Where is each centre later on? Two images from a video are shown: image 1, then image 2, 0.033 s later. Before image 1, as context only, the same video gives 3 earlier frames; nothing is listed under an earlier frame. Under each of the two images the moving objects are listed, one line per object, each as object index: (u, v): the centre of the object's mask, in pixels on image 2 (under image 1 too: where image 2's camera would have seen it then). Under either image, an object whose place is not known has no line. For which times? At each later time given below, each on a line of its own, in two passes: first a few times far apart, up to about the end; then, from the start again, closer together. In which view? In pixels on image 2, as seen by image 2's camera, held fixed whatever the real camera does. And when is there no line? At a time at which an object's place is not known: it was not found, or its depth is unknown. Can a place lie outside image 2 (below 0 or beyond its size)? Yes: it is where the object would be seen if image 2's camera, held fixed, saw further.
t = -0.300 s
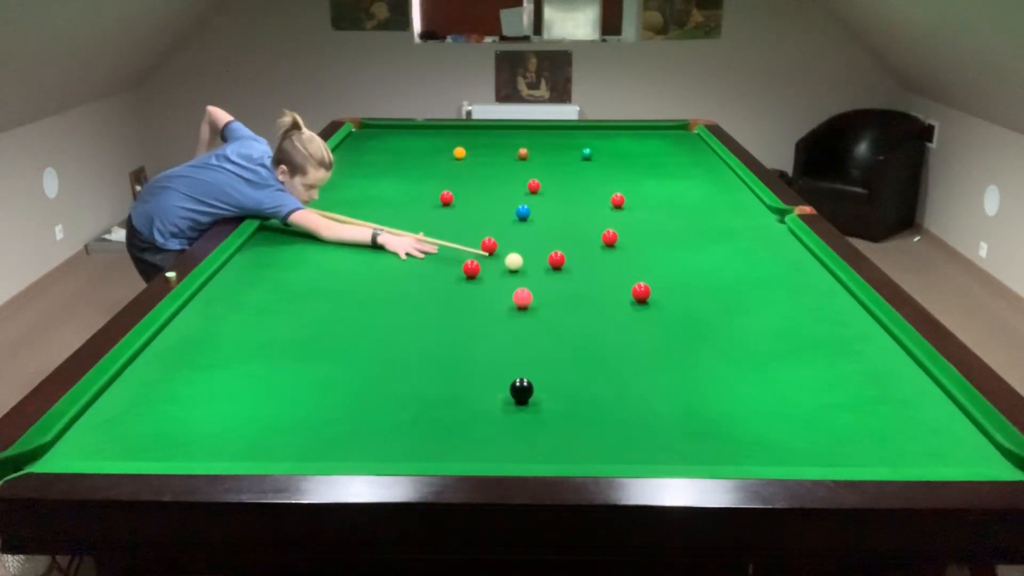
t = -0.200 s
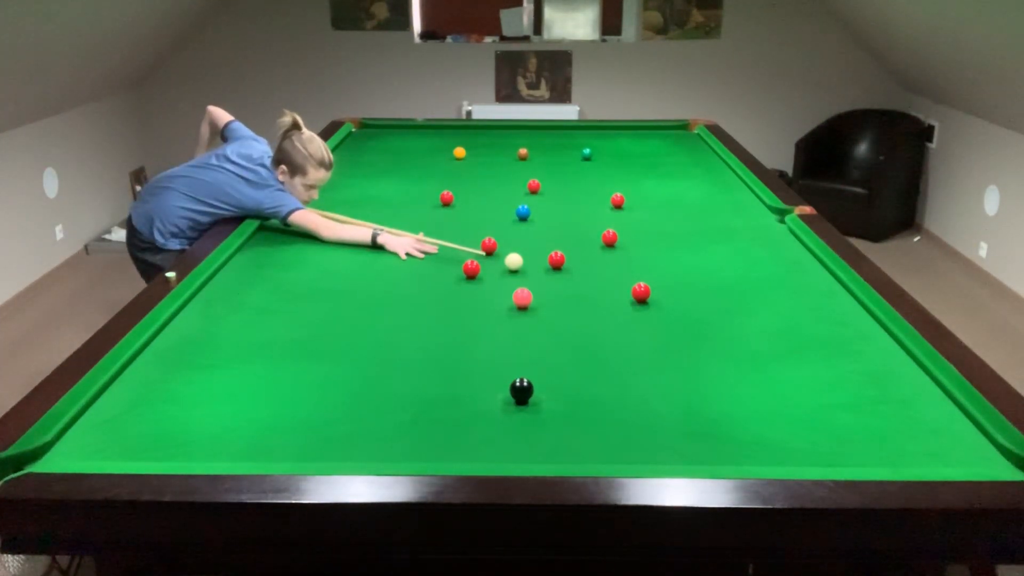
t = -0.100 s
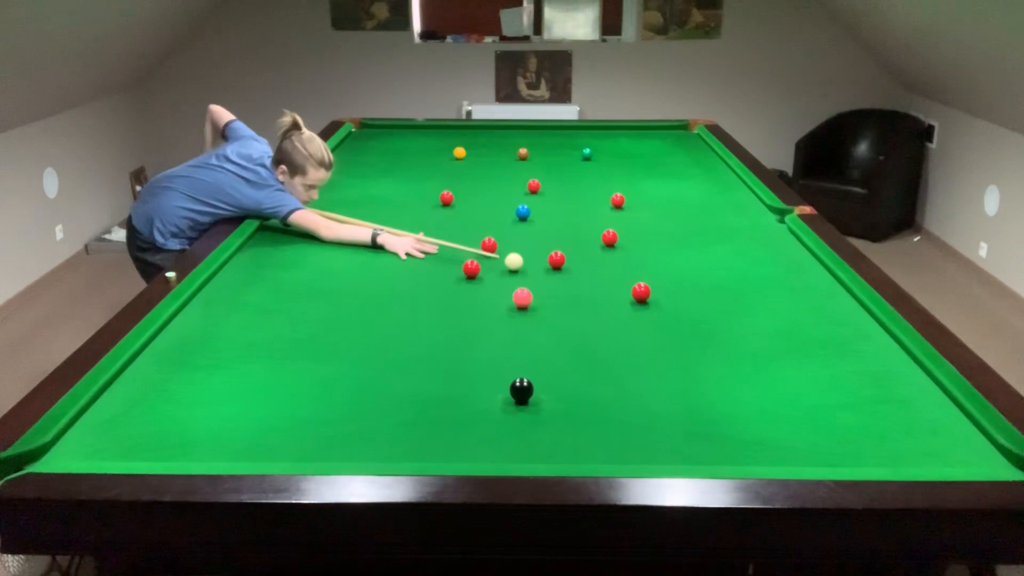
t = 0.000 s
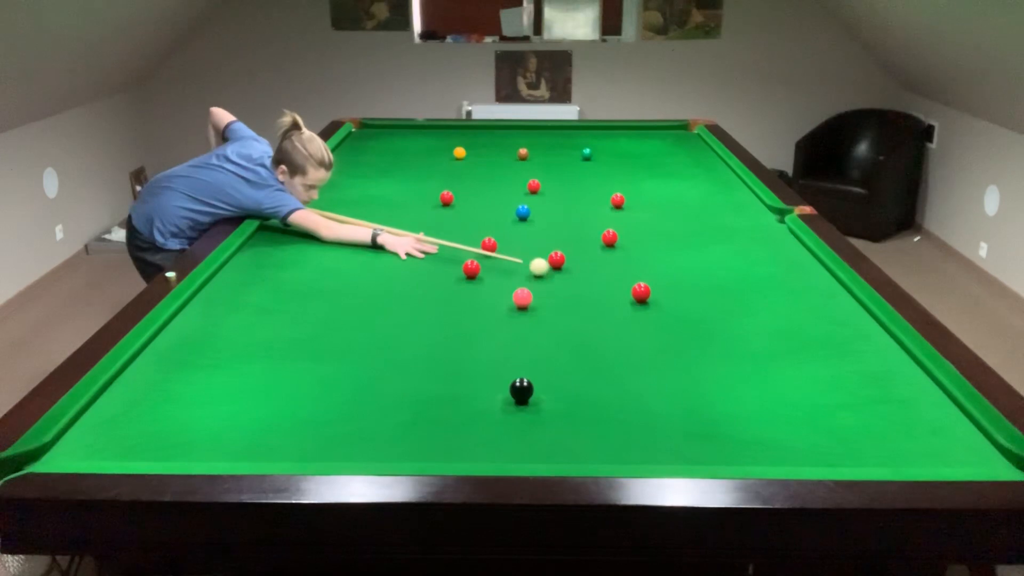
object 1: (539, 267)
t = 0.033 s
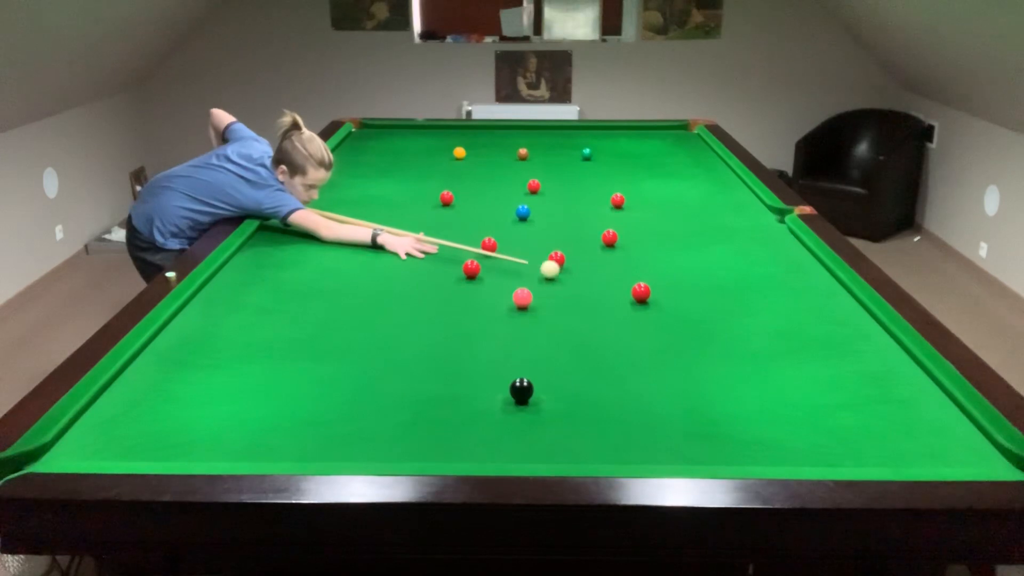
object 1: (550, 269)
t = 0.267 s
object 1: (627, 284)
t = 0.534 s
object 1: (678, 284)
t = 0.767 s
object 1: (721, 283)
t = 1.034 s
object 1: (768, 282)
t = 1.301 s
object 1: (812, 281)
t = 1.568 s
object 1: (817, 280)
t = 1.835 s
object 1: (790, 279)
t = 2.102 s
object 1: (766, 278)
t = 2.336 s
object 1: (747, 277)
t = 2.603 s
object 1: (728, 276)
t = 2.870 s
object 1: (712, 276)
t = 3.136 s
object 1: (698, 275)
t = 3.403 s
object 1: (687, 274)
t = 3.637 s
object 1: (680, 274)
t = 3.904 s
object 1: (673, 273)
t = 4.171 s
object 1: (668, 273)
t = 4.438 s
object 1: (667, 273)
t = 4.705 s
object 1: (667, 273)
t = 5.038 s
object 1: (667, 273)
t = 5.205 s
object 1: (667, 273)
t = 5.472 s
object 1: (667, 273)
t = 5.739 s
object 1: (667, 273)
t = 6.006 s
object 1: (667, 273)
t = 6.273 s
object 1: (667, 273)
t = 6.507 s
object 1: (667, 273)
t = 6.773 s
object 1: (667, 273)
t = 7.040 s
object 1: (667, 273)
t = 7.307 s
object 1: (667, 273)
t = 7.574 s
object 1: (667, 272)
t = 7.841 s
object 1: (667, 273)
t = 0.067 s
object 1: (561, 272)
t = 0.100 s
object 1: (572, 274)
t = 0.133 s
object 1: (583, 276)
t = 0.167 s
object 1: (595, 279)
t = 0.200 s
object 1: (606, 281)
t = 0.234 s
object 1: (617, 283)
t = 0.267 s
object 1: (627, 284)
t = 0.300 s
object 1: (634, 284)
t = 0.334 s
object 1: (640, 284)
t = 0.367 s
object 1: (647, 284)
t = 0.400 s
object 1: (653, 284)
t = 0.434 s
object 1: (659, 284)
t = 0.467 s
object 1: (666, 284)
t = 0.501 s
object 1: (672, 284)
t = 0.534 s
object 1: (678, 284)
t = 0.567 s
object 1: (685, 284)
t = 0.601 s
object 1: (691, 284)
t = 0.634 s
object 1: (697, 283)
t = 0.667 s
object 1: (703, 283)
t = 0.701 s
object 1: (709, 283)
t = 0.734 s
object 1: (715, 283)
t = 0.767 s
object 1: (721, 283)
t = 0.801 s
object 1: (727, 283)
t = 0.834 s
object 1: (733, 283)
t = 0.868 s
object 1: (739, 283)
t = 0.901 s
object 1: (745, 283)
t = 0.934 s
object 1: (751, 283)
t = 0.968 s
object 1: (757, 282)
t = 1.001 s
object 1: (762, 282)
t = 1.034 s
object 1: (768, 282)
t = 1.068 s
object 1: (774, 282)
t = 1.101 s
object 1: (779, 282)
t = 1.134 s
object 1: (785, 282)
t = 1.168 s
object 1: (790, 282)
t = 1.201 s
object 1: (796, 282)
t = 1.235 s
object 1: (801, 281)
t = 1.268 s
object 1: (807, 281)
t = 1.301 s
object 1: (812, 281)
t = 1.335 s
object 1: (817, 281)
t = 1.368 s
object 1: (823, 281)
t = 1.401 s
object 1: (828, 281)
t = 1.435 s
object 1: (833, 281)
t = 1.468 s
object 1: (829, 281)
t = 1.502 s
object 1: (825, 280)
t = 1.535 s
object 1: (821, 280)
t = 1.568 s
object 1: (817, 280)
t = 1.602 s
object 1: (814, 280)
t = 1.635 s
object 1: (811, 280)
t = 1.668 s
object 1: (807, 280)
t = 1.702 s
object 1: (804, 280)
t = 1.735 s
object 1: (800, 280)
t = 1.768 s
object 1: (797, 279)
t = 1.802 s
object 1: (794, 279)
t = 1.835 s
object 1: (790, 279)
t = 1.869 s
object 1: (787, 279)
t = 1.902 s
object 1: (784, 279)
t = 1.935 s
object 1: (781, 279)
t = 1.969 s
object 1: (778, 279)
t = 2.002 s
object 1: (775, 278)
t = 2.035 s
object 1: (772, 278)
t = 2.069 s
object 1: (769, 278)
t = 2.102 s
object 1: (766, 278)
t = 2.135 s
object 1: (763, 278)
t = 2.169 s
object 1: (761, 278)
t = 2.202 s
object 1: (758, 278)
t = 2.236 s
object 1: (755, 278)
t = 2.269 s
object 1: (753, 277)
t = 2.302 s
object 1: (750, 277)
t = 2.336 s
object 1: (747, 277)
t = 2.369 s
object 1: (745, 277)
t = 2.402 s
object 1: (742, 277)
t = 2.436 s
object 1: (740, 277)
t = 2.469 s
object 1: (737, 277)
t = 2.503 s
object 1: (735, 277)
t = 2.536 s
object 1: (733, 277)
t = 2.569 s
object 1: (730, 277)
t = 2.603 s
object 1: (728, 276)
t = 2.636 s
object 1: (726, 276)
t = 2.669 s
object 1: (724, 276)
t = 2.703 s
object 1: (722, 276)
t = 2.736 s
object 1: (720, 276)
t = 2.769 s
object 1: (718, 276)
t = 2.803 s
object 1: (716, 276)
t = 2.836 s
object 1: (714, 276)
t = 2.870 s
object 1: (712, 276)
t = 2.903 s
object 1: (710, 275)
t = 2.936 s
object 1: (708, 275)
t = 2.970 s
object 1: (706, 275)
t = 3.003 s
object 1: (705, 275)
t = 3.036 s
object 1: (703, 275)
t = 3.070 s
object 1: (701, 275)
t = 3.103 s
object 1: (700, 275)
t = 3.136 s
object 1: (698, 275)
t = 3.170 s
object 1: (696, 275)
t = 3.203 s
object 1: (695, 275)
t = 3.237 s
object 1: (693, 275)
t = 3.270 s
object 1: (692, 274)
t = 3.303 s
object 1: (691, 275)
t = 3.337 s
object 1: (689, 274)
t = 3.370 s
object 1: (688, 274)
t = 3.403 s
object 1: (687, 274)
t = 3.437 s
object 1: (685, 274)
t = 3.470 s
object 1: (684, 274)
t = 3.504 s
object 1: (683, 274)
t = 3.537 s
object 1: (682, 274)
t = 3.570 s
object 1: (681, 274)
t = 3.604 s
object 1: (681, 274)
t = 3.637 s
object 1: (680, 274)
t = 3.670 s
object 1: (679, 274)
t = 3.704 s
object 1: (678, 274)
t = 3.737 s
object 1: (677, 274)
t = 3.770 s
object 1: (676, 274)
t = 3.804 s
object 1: (675, 274)
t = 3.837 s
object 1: (674, 274)
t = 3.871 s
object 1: (673, 273)
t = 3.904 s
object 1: (673, 273)
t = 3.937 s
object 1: (672, 273)
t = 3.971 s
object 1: (671, 273)
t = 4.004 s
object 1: (671, 273)
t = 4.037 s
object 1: (670, 273)
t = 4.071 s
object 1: (670, 273)
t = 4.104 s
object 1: (669, 273)
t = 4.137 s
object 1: (669, 273)
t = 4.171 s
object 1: (668, 273)
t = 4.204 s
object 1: (668, 273)
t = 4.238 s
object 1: (668, 273)
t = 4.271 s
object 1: (667, 273)
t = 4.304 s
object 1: (667, 273)
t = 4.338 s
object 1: (667, 273)
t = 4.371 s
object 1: (667, 273)
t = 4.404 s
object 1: (667, 273)
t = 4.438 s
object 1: (667, 273)
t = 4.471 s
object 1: (667, 273)
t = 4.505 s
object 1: (666, 273)
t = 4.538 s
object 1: (666, 273)
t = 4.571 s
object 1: (666, 273)
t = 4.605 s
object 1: (666, 273)
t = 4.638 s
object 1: (667, 273)
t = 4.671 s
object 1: (666, 273)
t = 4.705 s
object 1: (667, 273)
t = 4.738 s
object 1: (667, 273)
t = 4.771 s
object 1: (667, 273)
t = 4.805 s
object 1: (667, 273)
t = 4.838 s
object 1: (667, 273)
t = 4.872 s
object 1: (667, 273)
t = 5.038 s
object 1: (667, 273)
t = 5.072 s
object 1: (667, 273)
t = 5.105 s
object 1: (667, 273)
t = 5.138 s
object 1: (667, 273)
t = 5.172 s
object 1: (667, 273)
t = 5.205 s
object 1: (667, 273)
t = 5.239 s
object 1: (667, 273)
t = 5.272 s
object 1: (667, 273)
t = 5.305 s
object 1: (667, 273)
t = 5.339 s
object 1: (667, 273)
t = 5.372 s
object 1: (667, 273)
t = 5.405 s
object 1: (667, 273)
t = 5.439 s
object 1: (667, 273)
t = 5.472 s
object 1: (667, 273)
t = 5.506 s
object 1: (667, 273)
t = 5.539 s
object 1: (667, 273)
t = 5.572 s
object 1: (667, 273)
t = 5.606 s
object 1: (667, 273)
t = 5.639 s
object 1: (667, 273)
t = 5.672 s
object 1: (667, 273)
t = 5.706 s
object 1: (667, 273)
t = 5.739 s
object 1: (667, 273)
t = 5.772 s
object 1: (667, 273)
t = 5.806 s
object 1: (667, 273)
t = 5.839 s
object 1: (667, 273)
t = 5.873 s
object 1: (667, 273)
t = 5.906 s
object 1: (667, 273)
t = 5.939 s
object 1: (667, 273)
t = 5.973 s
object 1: (667, 273)
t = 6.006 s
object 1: (667, 273)
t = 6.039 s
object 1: (667, 273)
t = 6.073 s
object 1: (667, 273)
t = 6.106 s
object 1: (667, 273)
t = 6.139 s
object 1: (667, 273)
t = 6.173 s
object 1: (667, 273)
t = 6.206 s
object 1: (667, 273)
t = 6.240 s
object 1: (667, 273)
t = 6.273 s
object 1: (667, 273)
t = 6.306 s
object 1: (667, 273)
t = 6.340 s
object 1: (667, 273)
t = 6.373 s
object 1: (667, 273)
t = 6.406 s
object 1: (667, 273)
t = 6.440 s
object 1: (667, 273)
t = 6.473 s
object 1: (667, 273)
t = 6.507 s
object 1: (667, 273)
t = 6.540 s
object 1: (667, 273)
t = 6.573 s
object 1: (667, 273)
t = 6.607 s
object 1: (667, 273)
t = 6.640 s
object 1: (667, 273)
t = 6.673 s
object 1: (667, 273)
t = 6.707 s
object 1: (667, 273)
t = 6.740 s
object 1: (667, 273)
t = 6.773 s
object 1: (667, 273)
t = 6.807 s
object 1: (667, 273)
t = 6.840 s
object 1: (667, 273)
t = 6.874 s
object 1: (667, 272)
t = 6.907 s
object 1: (667, 273)
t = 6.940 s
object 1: (667, 272)
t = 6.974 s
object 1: (667, 273)
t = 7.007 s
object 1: (667, 273)
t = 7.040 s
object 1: (667, 273)
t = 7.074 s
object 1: (667, 272)
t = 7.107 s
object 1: (667, 273)
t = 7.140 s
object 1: (667, 273)
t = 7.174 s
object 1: (667, 272)
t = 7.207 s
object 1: (667, 272)
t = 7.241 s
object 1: (667, 272)
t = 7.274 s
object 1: (667, 272)
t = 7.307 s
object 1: (667, 273)
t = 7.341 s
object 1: (667, 272)
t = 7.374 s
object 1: (667, 273)
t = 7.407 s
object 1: (667, 273)
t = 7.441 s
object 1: (667, 273)
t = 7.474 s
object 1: (667, 272)
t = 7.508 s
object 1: (667, 272)
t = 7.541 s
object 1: (667, 273)
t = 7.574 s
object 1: (667, 272)
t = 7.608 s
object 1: (667, 273)
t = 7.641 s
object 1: (667, 273)
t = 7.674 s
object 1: (667, 273)
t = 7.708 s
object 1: (667, 272)
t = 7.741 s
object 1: (667, 272)
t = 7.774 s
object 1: (667, 273)
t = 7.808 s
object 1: (667, 273)
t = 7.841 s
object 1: (667, 273)
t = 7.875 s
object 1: (667, 273)
